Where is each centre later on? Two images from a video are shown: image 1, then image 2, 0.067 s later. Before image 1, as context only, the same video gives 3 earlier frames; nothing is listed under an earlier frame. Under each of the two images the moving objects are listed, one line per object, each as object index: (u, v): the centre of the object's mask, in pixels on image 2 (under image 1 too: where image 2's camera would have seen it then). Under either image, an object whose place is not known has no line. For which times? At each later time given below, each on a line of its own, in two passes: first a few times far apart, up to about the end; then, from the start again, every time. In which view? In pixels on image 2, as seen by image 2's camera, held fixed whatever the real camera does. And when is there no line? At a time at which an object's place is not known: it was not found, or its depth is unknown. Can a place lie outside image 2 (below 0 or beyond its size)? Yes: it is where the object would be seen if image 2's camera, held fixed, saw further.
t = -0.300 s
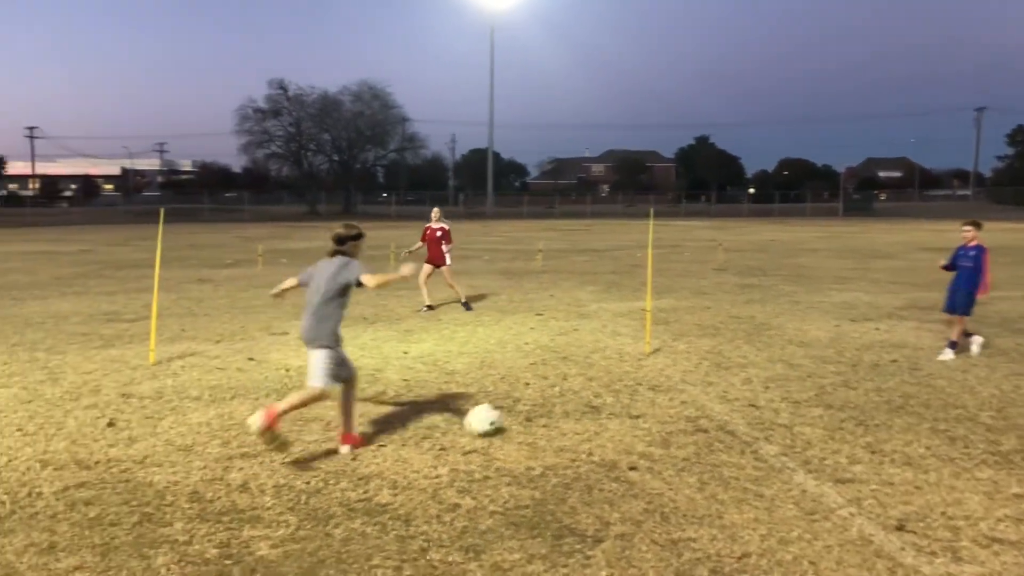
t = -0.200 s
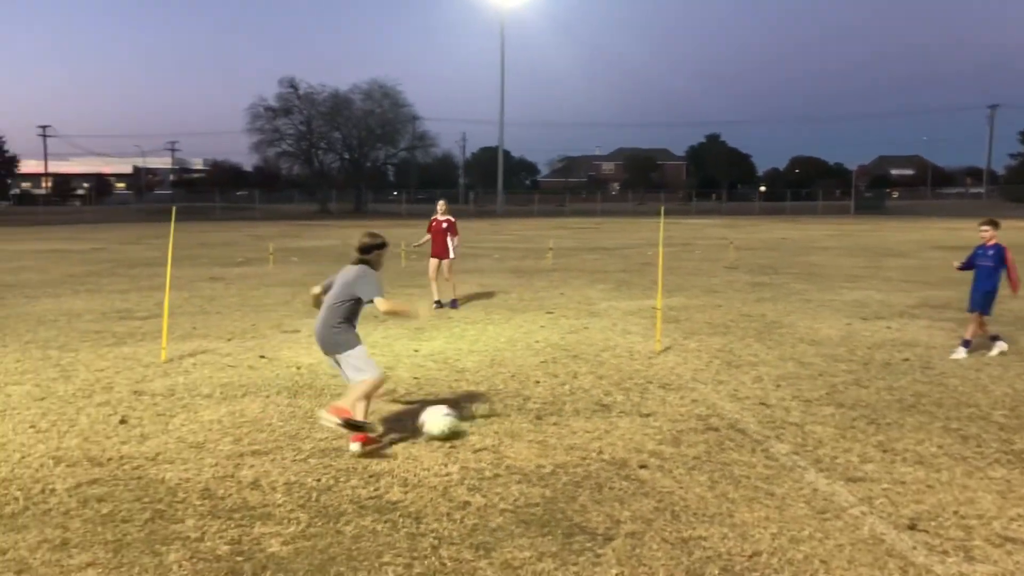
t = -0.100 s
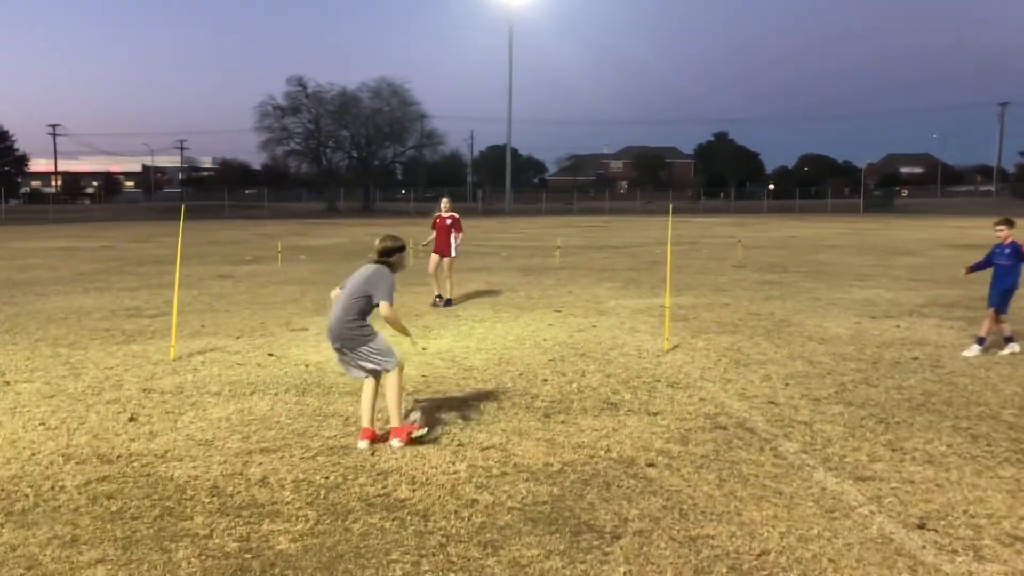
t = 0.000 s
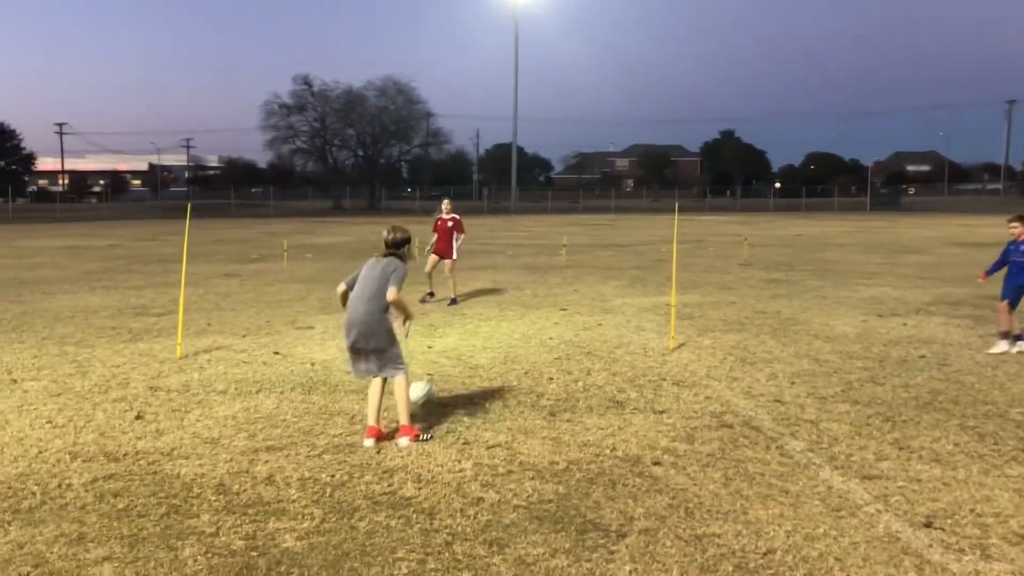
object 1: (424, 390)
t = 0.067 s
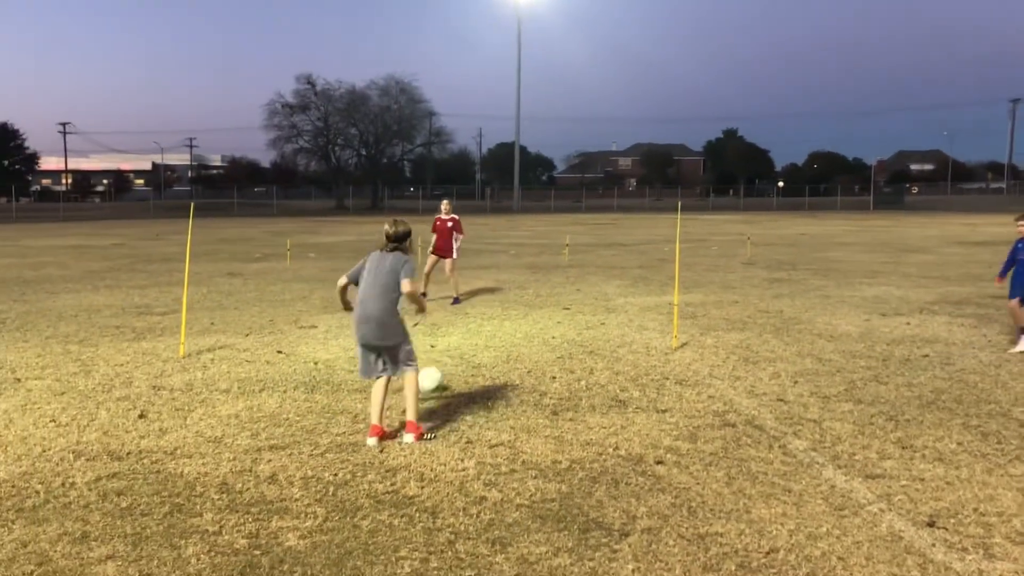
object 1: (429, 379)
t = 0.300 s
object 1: (440, 346)
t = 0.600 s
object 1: (443, 323)
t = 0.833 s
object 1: (441, 311)
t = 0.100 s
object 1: (431, 372)
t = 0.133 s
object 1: (433, 366)
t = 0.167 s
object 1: (434, 361)
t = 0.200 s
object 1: (436, 357)
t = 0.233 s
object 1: (437, 354)
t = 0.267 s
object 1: (438, 351)
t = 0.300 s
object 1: (440, 346)
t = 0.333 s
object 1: (441, 342)
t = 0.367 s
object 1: (441, 340)
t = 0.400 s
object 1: (441, 338)
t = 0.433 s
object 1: (442, 335)
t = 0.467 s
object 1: (442, 331)
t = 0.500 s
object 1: (443, 329)
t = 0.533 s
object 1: (443, 327)
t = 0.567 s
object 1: (443, 326)
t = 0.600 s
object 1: (443, 323)
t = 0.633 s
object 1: (443, 321)
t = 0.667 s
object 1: (443, 319)
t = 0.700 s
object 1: (443, 318)
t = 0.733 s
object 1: (442, 318)
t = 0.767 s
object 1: (442, 315)
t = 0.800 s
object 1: (442, 313)
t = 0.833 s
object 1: (441, 311)
